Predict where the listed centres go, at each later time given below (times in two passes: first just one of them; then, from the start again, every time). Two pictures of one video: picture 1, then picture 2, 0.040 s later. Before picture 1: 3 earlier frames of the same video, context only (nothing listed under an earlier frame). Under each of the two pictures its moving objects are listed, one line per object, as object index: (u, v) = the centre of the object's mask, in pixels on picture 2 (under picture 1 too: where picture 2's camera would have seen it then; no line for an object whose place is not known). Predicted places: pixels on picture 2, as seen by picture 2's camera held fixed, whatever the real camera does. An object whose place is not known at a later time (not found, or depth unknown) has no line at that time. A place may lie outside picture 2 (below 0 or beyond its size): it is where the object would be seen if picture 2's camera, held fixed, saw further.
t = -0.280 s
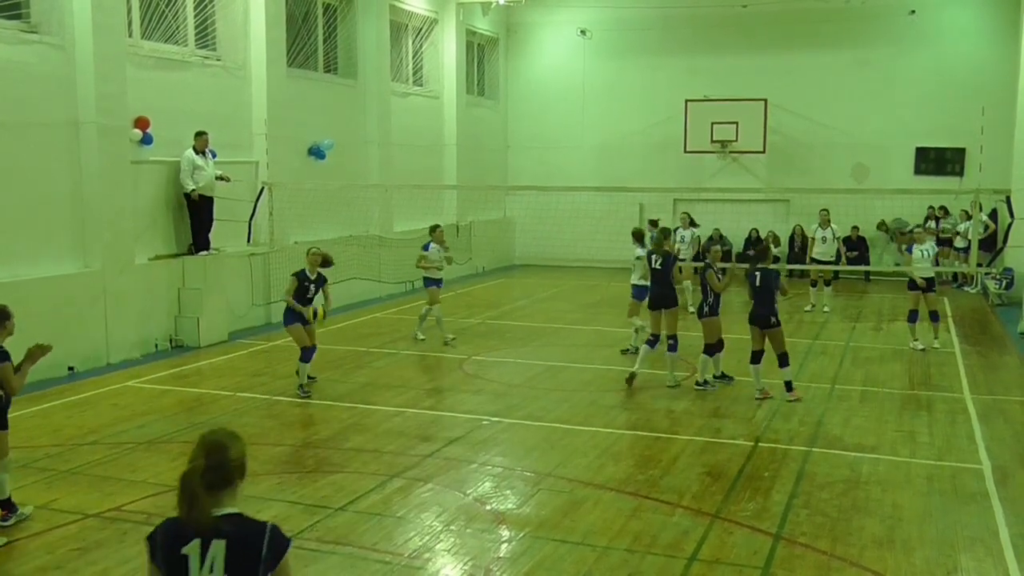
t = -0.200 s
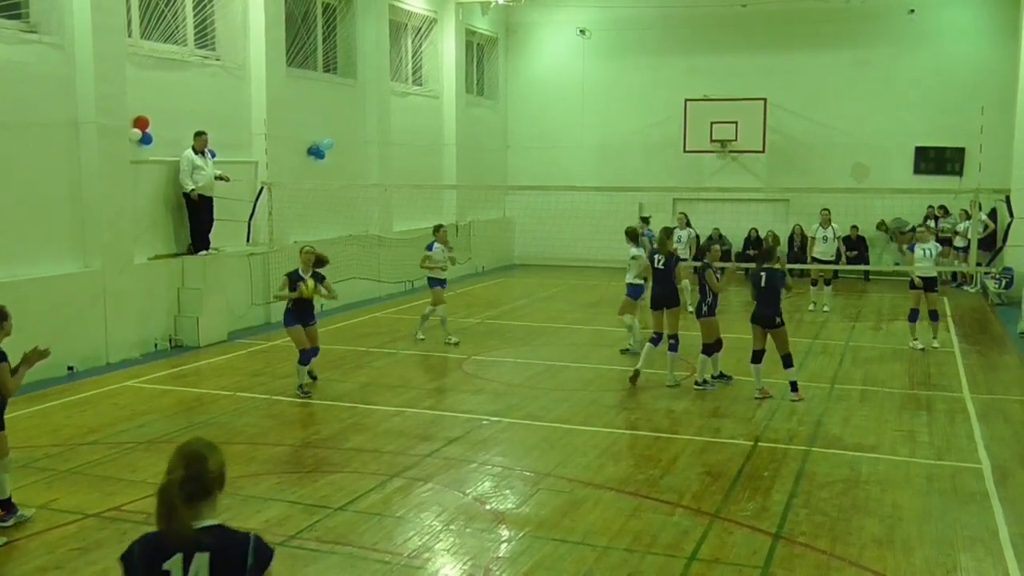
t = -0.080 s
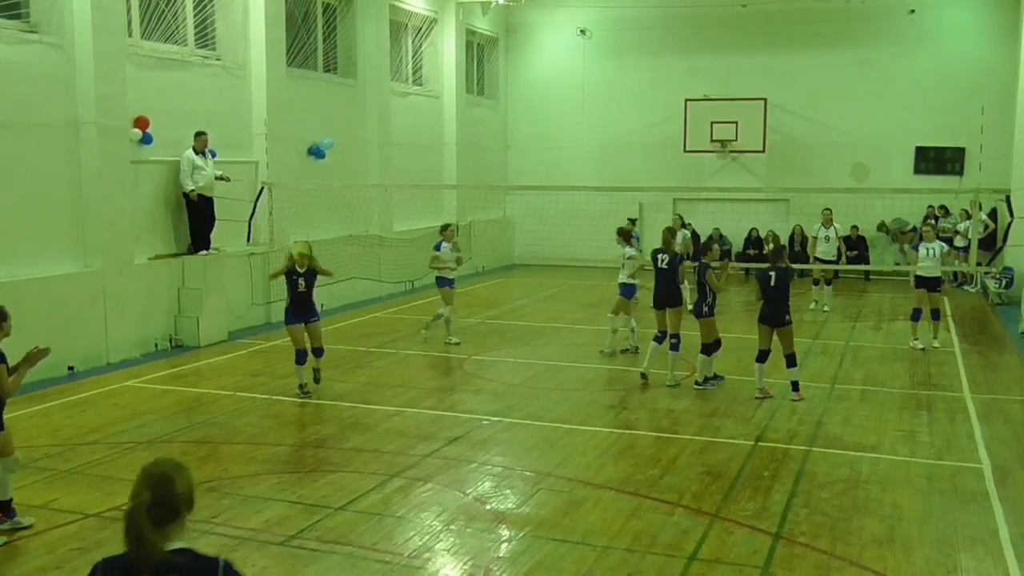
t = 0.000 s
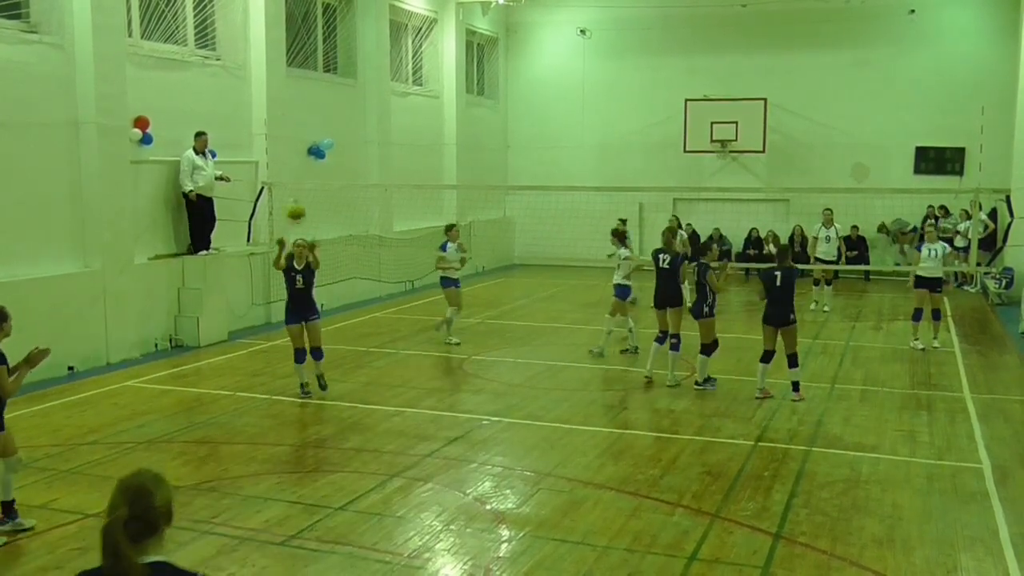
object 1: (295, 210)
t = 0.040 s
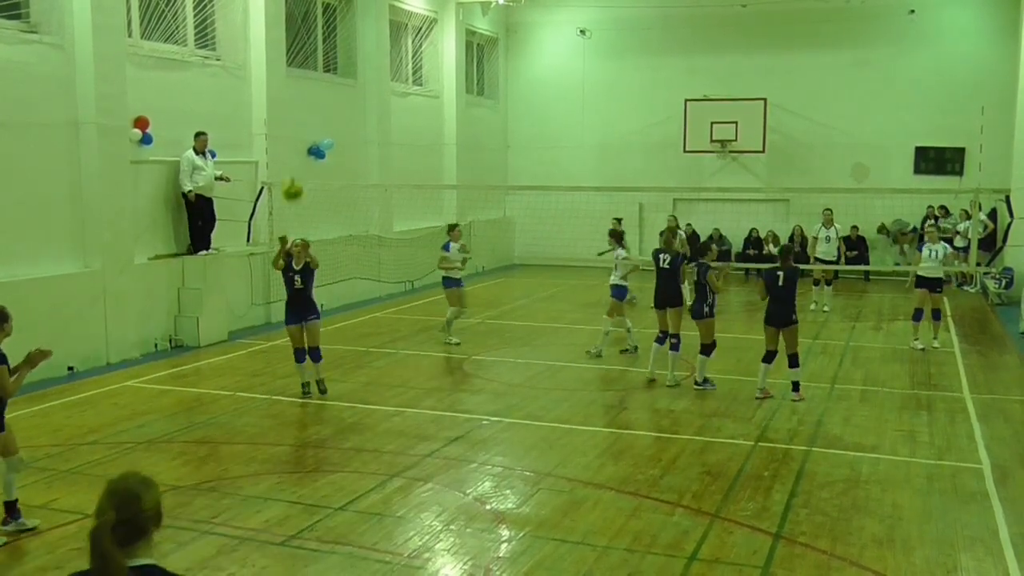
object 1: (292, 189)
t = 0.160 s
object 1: (284, 128)
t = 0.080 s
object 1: (290, 168)
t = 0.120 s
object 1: (287, 148)
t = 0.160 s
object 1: (284, 128)
